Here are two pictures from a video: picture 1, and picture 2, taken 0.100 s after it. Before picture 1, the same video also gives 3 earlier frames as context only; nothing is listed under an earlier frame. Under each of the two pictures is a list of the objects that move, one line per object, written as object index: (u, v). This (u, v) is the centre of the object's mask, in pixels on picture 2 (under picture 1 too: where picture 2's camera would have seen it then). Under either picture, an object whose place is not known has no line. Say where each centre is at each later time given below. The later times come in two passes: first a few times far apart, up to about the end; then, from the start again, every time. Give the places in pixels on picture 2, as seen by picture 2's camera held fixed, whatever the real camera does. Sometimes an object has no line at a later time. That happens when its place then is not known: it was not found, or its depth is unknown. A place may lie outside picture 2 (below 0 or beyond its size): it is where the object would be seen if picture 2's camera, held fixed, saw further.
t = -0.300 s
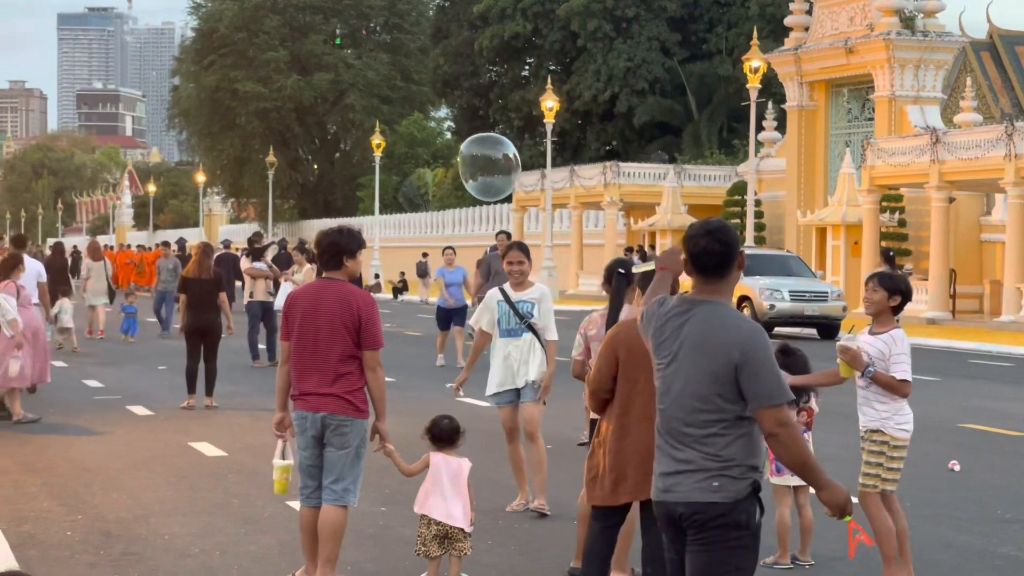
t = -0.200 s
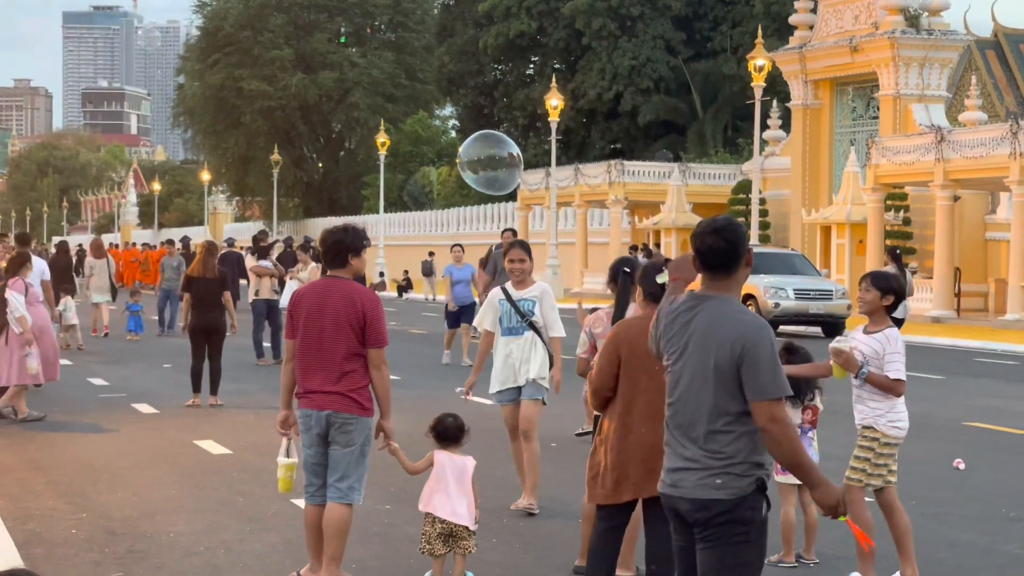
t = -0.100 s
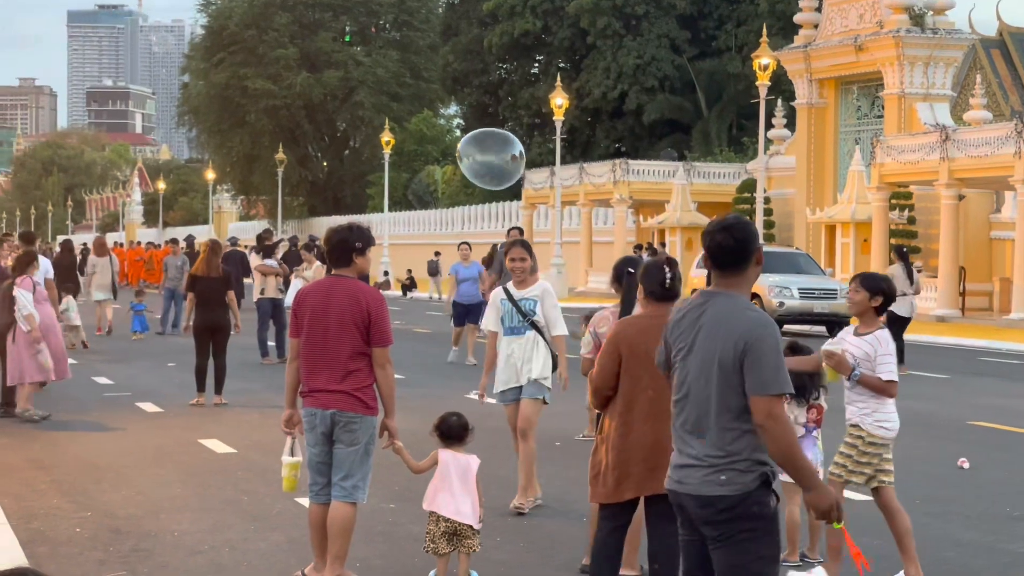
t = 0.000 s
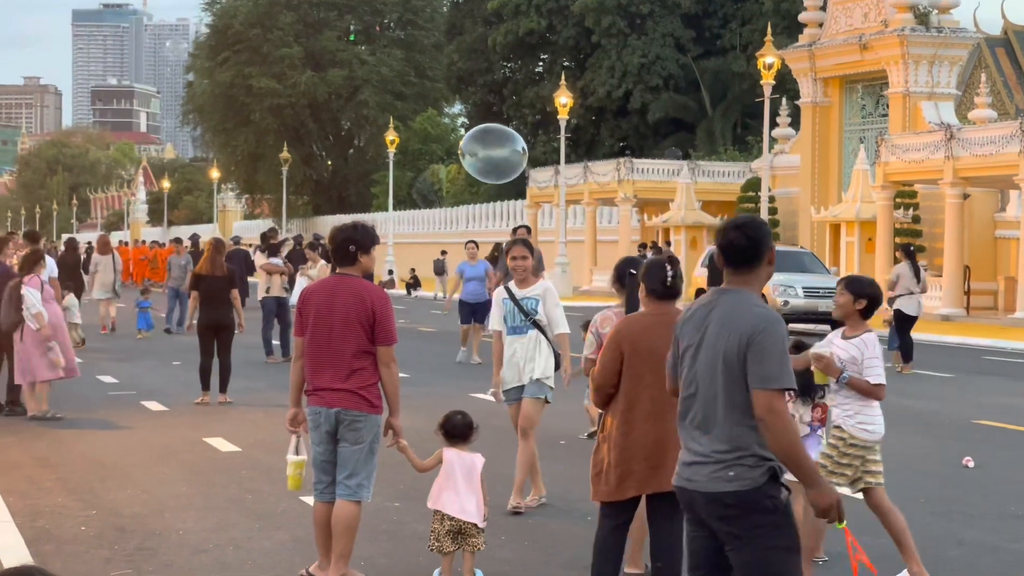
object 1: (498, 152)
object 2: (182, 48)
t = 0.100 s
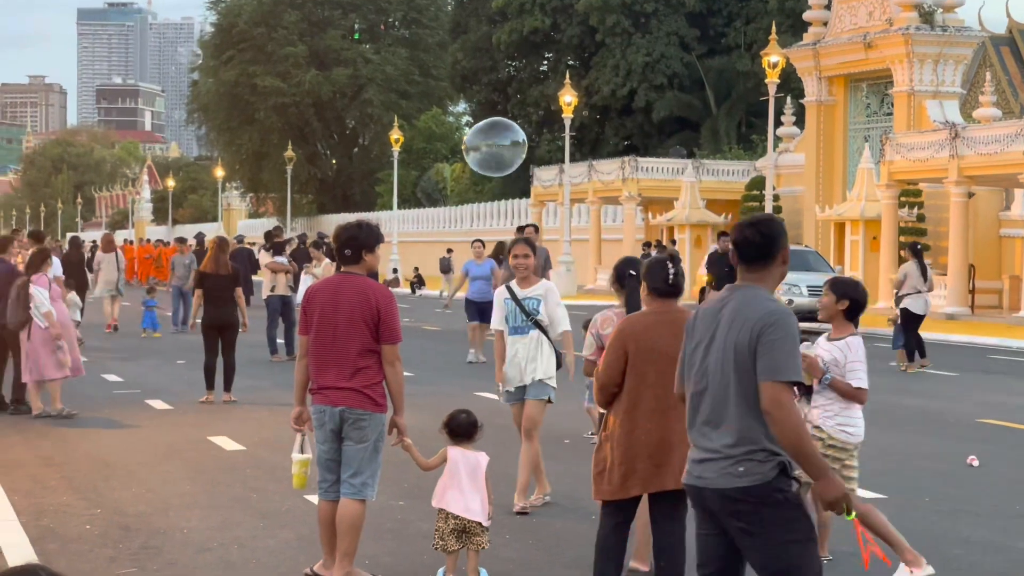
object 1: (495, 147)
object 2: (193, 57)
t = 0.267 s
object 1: (490, 138)
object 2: (206, 68)
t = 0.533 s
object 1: (485, 124)
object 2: (229, 83)
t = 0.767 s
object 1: (482, 116)
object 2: (251, 93)
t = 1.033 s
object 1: (481, 113)
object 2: (277, 104)
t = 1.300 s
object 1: (482, 115)
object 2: (303, 114)
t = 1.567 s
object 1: (482, 119)
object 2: (329, 124)
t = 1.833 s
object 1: (482, 123)
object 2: (354, 134)
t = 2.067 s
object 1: (482, 125)
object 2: (375, 142)
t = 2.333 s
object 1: (482, 126)
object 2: (398, 153)
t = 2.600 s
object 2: (415, 160)
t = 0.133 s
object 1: (494, 145)
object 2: (194, 59)
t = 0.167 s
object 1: (493, 143)
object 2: (197, 60)
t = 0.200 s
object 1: (491, 141)
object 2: (200, 63)
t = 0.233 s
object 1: (490, 140)
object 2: (202, 65)
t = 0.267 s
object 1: (490, 138)
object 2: (206, 68)
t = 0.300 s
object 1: (489, 136)
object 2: (209, 70)
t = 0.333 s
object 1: (488, 135)
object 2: (211, 72)
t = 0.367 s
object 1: (488, 133)
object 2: (214, 74)
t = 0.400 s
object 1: (487, 131)
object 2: (217, 76)
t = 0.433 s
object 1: (487, 130)
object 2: (220, 77)
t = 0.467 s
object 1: (486, 128)
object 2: (223, 79)
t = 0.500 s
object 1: (485, 126)
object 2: (226, 81)
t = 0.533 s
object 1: (485, 124)
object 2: (229, 83)
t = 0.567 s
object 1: (484, 123)
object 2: (232, 84)
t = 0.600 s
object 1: (484, 121)
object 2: (235, 86)
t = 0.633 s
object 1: (483, 120)
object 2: (238, 87)
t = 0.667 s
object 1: (483, 119)
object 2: (241, 89)
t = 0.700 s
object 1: (482, 118)
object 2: (244, 90)
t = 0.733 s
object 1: (482, 117)
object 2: (248, 92)
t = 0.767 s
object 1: (482, 116)
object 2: (251, 93)
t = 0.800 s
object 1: (483, 115)
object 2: (254, 94)
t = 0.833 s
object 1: (483, 115)
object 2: (257, 96)
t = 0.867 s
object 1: (483, 115)
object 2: (261, 97)
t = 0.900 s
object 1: (483, 114)
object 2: (264, 99)
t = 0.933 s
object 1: (482, 114)
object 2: (267, 100)
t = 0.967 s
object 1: (482, 113)
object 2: (270, 102)
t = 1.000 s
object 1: (481, 113)
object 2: (273, 103)
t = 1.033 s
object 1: (481, 113)
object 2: (277, 104)
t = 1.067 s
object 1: (481, 113)
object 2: (280, 106)
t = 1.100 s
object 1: (481, 113)
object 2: (283, 107)
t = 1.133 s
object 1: (482, 113)
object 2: (287, 108)
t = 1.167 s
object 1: (483, 114)
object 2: (290, 109)
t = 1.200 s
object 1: (483, 114)
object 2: (293, 111)
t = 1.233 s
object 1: (483, 114)
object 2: (296, 112)
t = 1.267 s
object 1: (483, 115)
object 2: (300, 113)
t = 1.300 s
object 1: (482, 115)
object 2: (303, 114)
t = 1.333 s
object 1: (482, 116)
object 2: (306, 115)
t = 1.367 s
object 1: (481, 116)
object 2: (309, 117)
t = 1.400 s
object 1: (482, 116)
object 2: (313, 118)
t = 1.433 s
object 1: (482, 117)
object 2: (316, 119)
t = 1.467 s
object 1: (482, 118)
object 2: (319, 120)
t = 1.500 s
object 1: (482, 118)
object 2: (322, 121)
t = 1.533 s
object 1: (482, 119)
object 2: (325, 123)
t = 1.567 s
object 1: (482, 119)
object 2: (329, 124)
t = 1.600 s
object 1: (482, 120)
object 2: (332, 125)
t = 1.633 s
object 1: (482, 120)
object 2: (335, 126)
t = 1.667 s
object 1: (482, 121)
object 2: (338, 128)
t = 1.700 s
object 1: (482, 121)
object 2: (342, 129)
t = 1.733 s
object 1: (482, 122)
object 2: (345, 130)
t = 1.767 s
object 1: (482, 123)
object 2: (348, 131)
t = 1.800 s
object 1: (482, 123)
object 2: (351, 132)
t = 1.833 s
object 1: (482, 123)
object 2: (354, 134)
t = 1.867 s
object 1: (482, 123)
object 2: (357, 135)
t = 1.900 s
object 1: (482, 124)
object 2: (360, 136)
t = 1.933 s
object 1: (482, 124)
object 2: (364, 137)
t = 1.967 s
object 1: (481, 124)
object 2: (366, 138)
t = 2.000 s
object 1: (482, 124)
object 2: (370, 140)
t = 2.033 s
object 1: (482, 125)
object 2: (372, 141)
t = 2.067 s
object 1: (482, 125)
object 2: (375, 142)
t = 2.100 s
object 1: (482, 126)
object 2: (378, 143)
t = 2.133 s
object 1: (482, 126)
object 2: (381, 144)
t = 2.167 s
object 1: (481, 126)
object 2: (383, 146)
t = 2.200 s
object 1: (482, 125)
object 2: (385, 147)
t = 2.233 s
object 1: (481, 125)
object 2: (386, 148)
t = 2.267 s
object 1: (482, 126)
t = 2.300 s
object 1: (481, 126)
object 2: (393, 151)
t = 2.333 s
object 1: (482, 126)
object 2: (398, 153)
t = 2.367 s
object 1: (481, 126)
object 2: (400, 154)
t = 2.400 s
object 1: (481, 127)
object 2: (404, 154)
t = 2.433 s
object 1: (481, 127)
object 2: (405, 155)
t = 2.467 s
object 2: (406, 156)
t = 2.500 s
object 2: (408, 157)
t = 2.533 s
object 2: (410, 158)
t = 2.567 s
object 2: (413, 159)
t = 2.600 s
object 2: (415, 160)
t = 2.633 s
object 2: (417, 161)
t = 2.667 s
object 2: (419, 162)
